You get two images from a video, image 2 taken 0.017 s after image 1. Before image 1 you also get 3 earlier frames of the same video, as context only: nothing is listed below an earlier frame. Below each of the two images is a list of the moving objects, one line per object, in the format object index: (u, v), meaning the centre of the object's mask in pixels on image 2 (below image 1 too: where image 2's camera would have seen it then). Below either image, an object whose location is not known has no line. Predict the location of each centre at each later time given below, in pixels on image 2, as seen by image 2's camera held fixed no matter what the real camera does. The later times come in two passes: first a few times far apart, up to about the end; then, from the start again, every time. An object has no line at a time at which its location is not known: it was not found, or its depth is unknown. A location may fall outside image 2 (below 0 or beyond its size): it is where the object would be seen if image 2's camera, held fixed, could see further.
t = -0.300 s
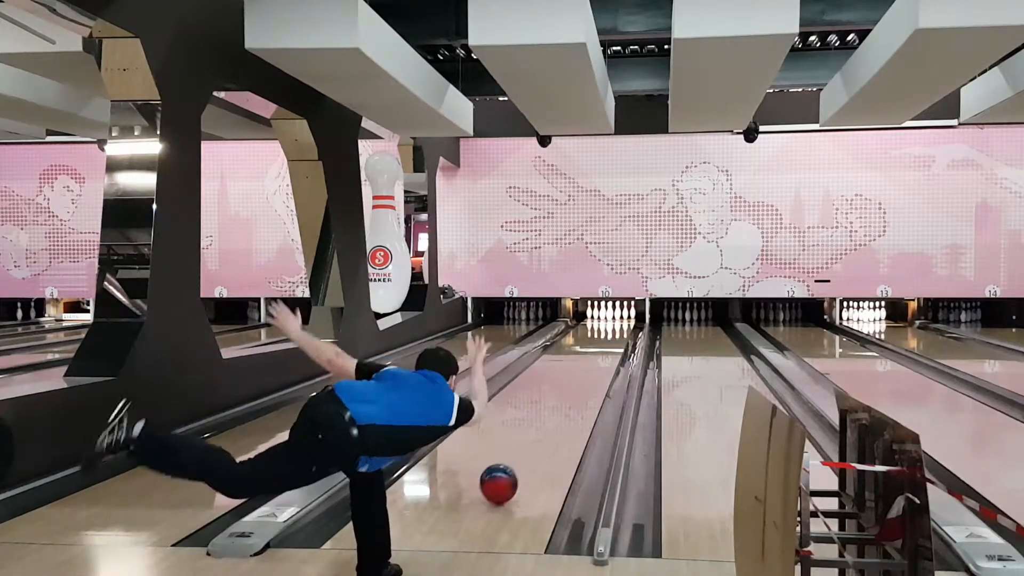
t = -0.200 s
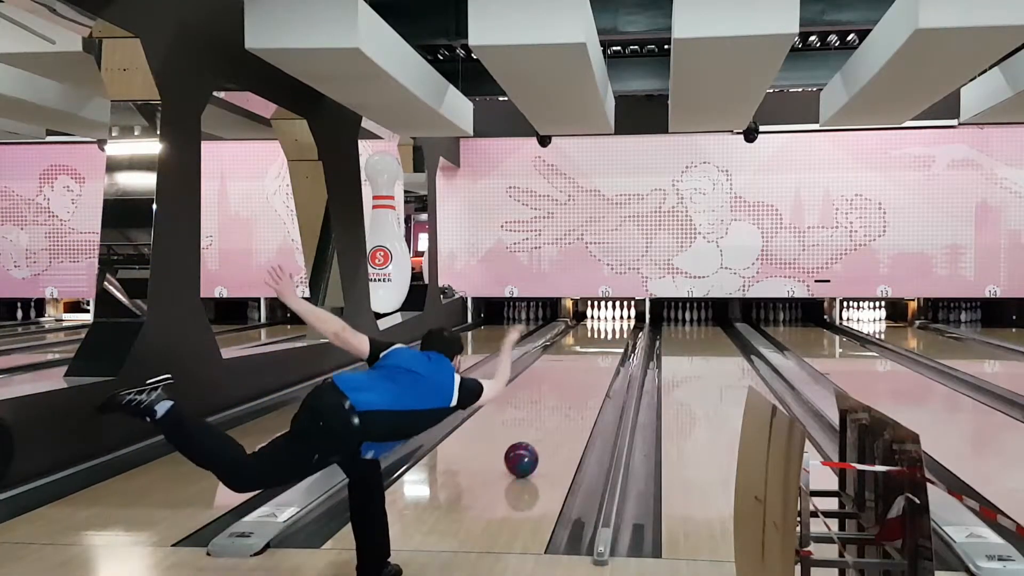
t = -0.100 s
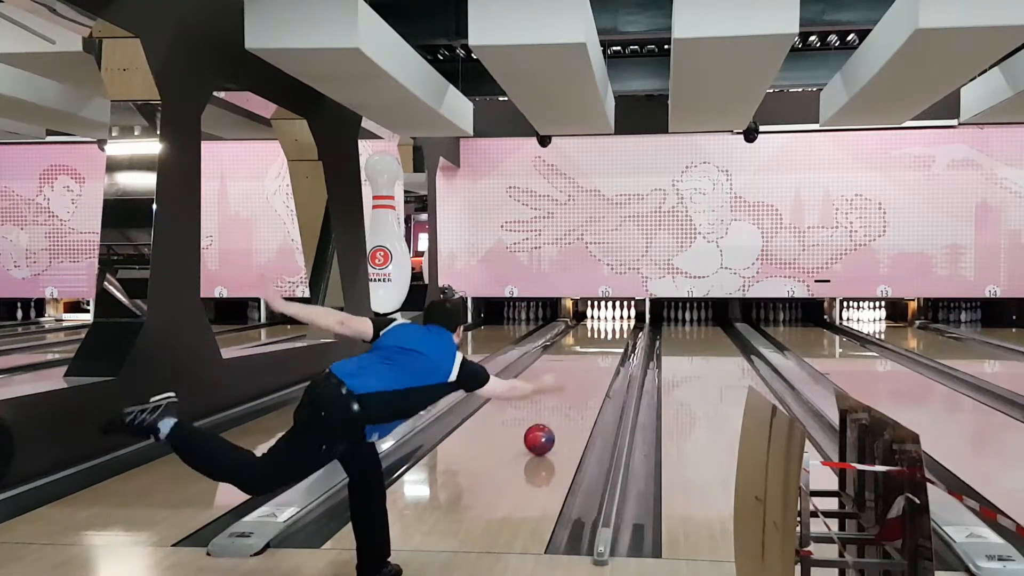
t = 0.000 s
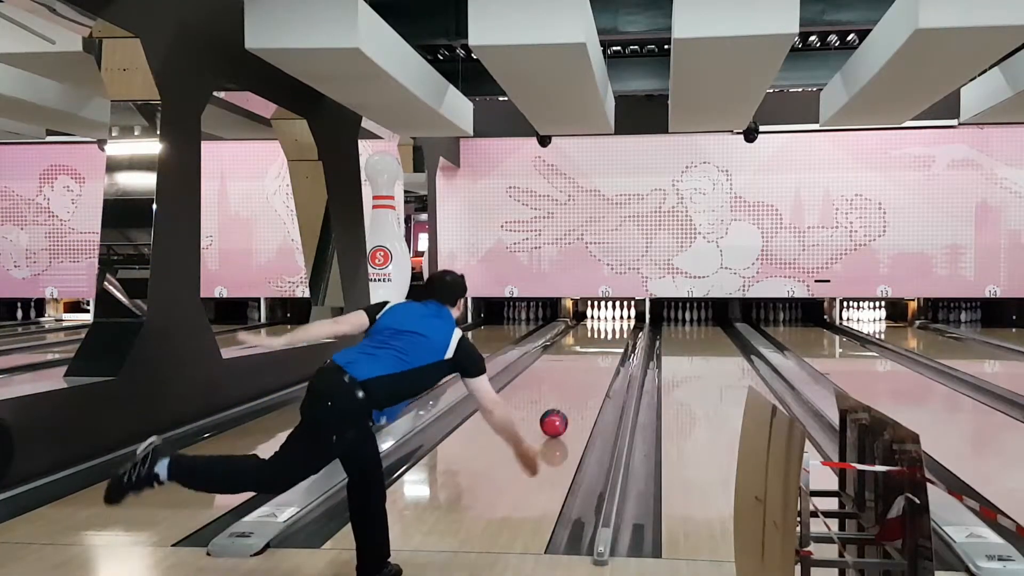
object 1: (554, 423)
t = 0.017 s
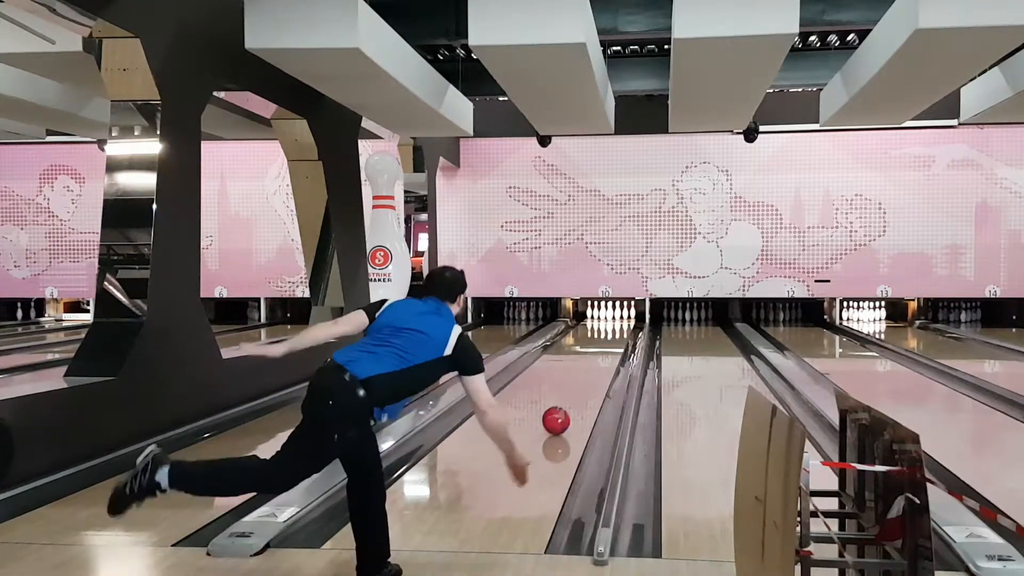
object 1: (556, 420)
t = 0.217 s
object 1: (578, 396)
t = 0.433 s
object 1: (594, 376)
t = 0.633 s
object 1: (605, 363)
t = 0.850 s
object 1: (614, 352)
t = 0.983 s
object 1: (617, 346)
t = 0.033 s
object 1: (558, 418)
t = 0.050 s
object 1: (560, 416)
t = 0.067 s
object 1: (562, 413)
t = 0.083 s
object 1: (564, 411)
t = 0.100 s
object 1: (566, 409)
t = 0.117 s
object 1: (568, 407)
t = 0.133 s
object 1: (569, 405)
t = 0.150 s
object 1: (571, 403)
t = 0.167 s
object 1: (573, 401)
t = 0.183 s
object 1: (574, 399)
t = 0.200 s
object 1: (576, 397)
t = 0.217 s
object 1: (578, 396)
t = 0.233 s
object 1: (579, 394)
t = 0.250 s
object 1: (581, 392)
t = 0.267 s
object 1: (582, 390)
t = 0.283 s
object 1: (583, 389)
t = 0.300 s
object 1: (585, 387)
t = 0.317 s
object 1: (586, 386)
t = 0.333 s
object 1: (587, 384)
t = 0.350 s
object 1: (589, 383)
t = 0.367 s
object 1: (590, 381)
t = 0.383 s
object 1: (591, 380)
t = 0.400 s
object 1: (592, 379)
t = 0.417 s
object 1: (593, 377)
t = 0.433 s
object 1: (594, 376)
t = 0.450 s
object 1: (595, 375)
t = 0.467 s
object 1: (597, 374)
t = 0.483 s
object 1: (598, 372)
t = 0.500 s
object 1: (598, 371)
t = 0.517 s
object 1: (599, 370)
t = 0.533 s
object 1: (600, 369)
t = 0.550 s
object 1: (601, 368)
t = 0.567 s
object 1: (602, 367)
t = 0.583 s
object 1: (603, 366)
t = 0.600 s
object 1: (604, 365)
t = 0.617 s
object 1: (604, 364)
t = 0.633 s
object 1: (605, 363)
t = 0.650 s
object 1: (606, 362)
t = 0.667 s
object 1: (607, 361)
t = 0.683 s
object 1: (607, 360)
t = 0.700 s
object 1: (608, 359)
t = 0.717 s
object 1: (609, 358)
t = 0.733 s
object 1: (609, 357)
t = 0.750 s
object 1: (610, 357)
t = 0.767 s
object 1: (611, 356)
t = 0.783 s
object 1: (611, 355)
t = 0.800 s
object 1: (612, 354)
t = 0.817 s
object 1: (612, 353)
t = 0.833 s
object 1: (613, 352)
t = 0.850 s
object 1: (614, 352)
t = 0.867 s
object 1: (614, 351)
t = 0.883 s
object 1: (615, 350)
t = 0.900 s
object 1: (615, 350)
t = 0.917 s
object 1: (616, 349)
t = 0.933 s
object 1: (616, 348)
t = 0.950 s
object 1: (616, 348)
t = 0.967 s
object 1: (617, 346)
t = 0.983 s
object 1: (617, 346)
